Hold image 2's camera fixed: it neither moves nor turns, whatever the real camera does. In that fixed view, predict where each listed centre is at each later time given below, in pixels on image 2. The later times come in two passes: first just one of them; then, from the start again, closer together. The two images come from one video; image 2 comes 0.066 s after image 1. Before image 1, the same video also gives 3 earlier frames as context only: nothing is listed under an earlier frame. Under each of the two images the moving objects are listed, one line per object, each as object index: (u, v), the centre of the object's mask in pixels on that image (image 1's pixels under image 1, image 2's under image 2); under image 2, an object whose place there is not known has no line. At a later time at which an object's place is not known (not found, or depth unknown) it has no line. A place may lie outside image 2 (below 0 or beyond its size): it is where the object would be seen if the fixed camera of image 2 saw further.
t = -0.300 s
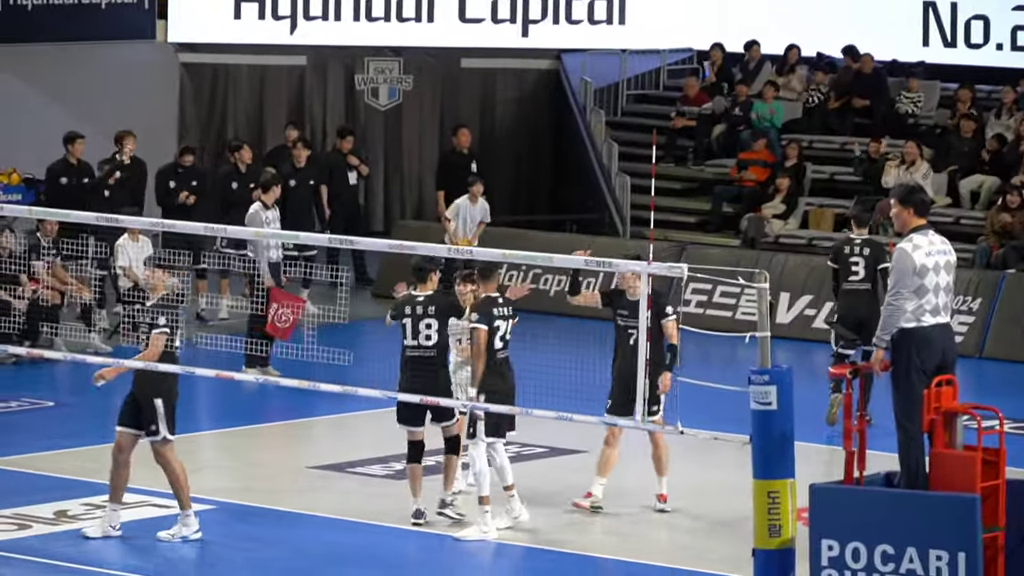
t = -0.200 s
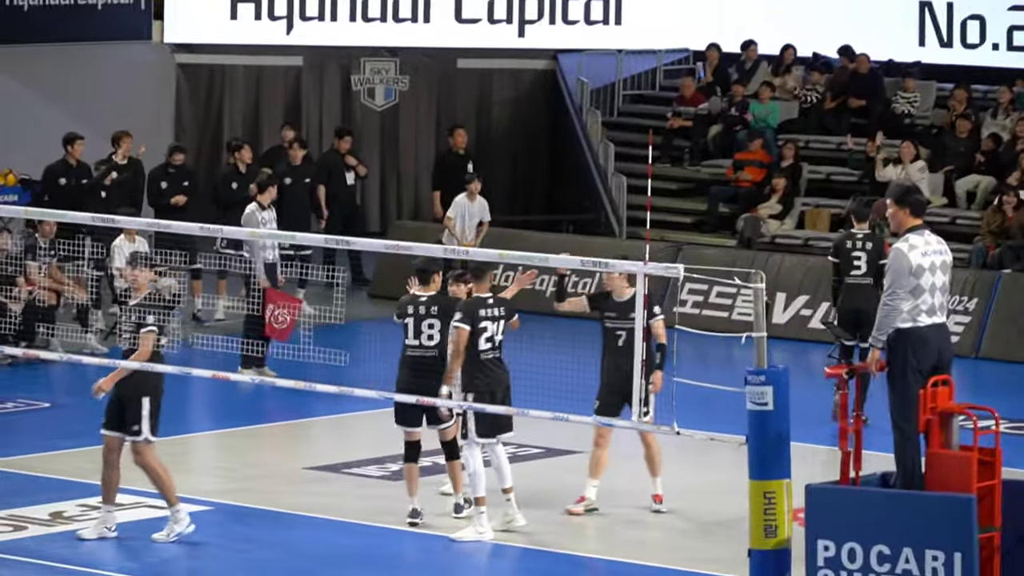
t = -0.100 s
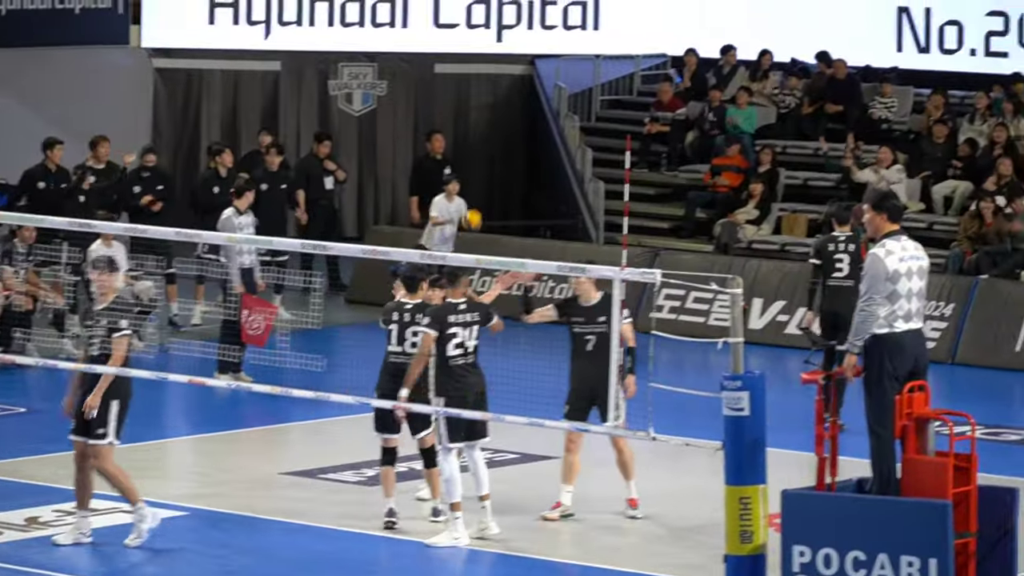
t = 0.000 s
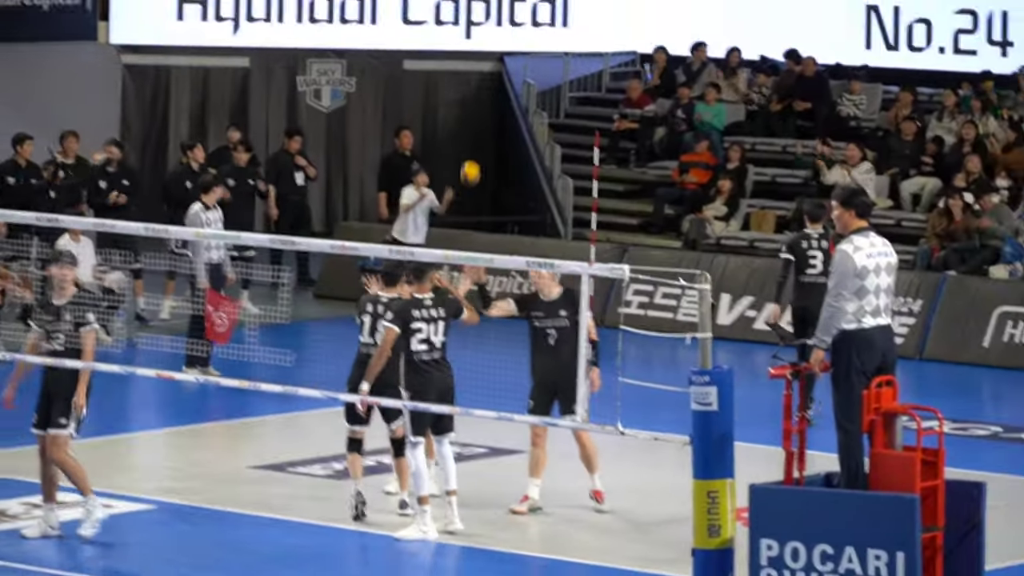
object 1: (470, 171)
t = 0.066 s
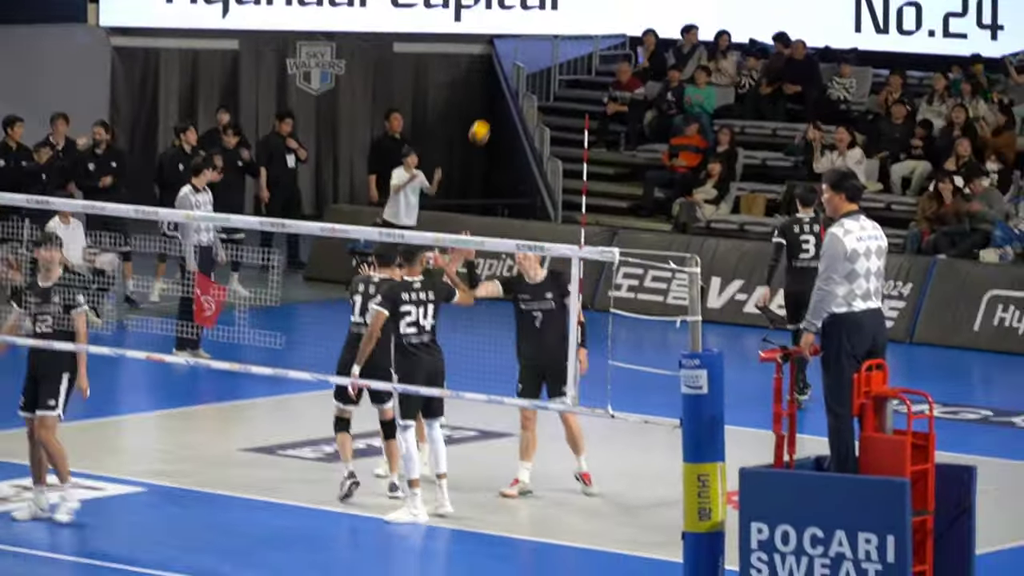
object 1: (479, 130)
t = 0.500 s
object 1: (606, 82)
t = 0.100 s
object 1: (491, 121)
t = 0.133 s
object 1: (502, 112)
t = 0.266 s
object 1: (543, 89)
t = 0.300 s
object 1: (550, 84)
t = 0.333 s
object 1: (560, 80)
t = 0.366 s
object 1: (568, 76)
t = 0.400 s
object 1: (578, 77)
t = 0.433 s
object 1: (587, 75)
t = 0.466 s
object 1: (597, 78)
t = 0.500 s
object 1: (606, 82)
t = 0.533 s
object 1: (614, 85)
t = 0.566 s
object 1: (623, 90)
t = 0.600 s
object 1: (630, 96)
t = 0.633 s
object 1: (639, 103)
